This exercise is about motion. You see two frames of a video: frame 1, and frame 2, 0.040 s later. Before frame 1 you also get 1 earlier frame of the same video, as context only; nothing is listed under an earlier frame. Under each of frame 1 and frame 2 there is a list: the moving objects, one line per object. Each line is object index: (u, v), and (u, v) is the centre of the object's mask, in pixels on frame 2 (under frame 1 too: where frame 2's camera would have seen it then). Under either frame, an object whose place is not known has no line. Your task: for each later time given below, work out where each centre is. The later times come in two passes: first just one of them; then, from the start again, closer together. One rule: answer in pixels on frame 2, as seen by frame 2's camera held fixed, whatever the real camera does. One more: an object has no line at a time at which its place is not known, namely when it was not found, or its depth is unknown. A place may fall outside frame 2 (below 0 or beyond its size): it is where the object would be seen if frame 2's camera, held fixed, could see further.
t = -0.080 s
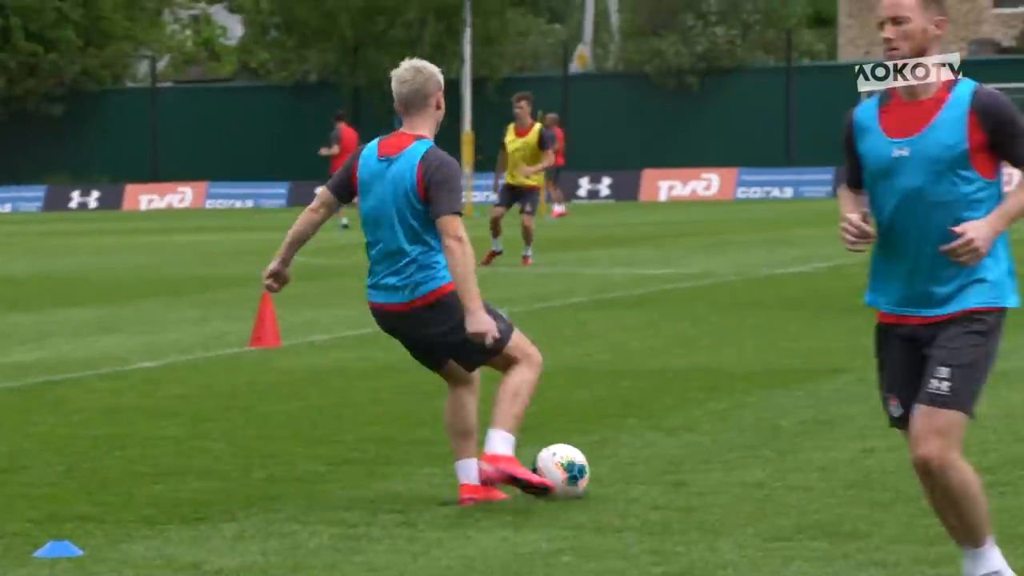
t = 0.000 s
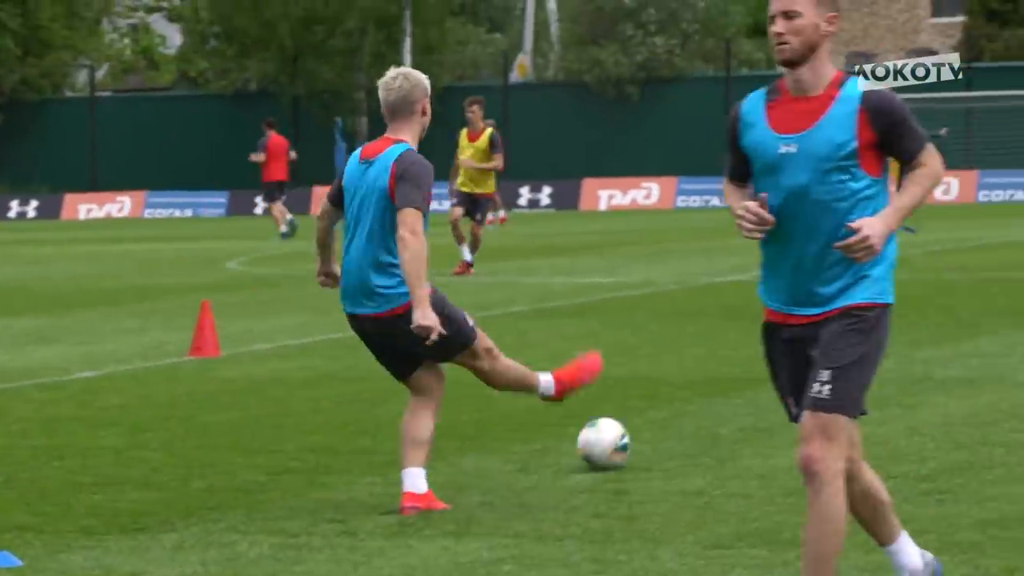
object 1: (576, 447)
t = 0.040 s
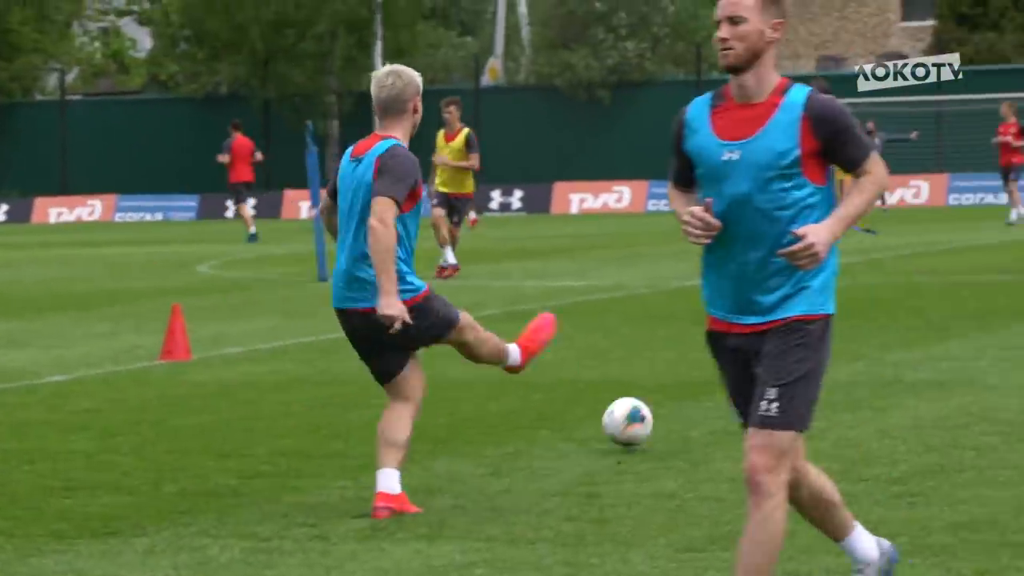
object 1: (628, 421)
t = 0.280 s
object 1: (819, 342)
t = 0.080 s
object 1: (673, 405)
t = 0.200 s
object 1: (774, 368)
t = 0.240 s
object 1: (798, 352)
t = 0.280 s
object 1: (819, 342)
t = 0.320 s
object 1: (838, 336)
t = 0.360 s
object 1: (855, 336)
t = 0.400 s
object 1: (868, 328)
